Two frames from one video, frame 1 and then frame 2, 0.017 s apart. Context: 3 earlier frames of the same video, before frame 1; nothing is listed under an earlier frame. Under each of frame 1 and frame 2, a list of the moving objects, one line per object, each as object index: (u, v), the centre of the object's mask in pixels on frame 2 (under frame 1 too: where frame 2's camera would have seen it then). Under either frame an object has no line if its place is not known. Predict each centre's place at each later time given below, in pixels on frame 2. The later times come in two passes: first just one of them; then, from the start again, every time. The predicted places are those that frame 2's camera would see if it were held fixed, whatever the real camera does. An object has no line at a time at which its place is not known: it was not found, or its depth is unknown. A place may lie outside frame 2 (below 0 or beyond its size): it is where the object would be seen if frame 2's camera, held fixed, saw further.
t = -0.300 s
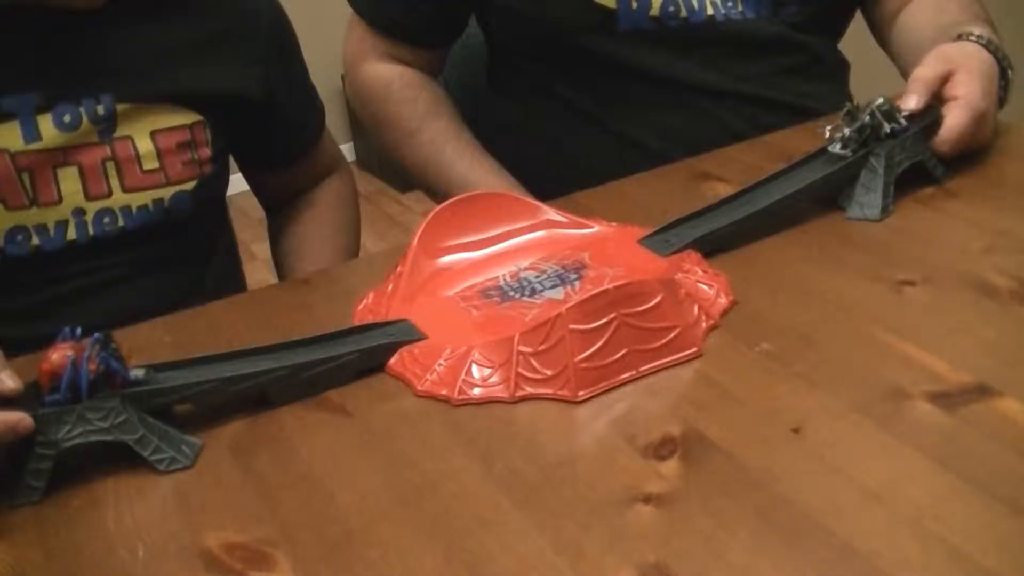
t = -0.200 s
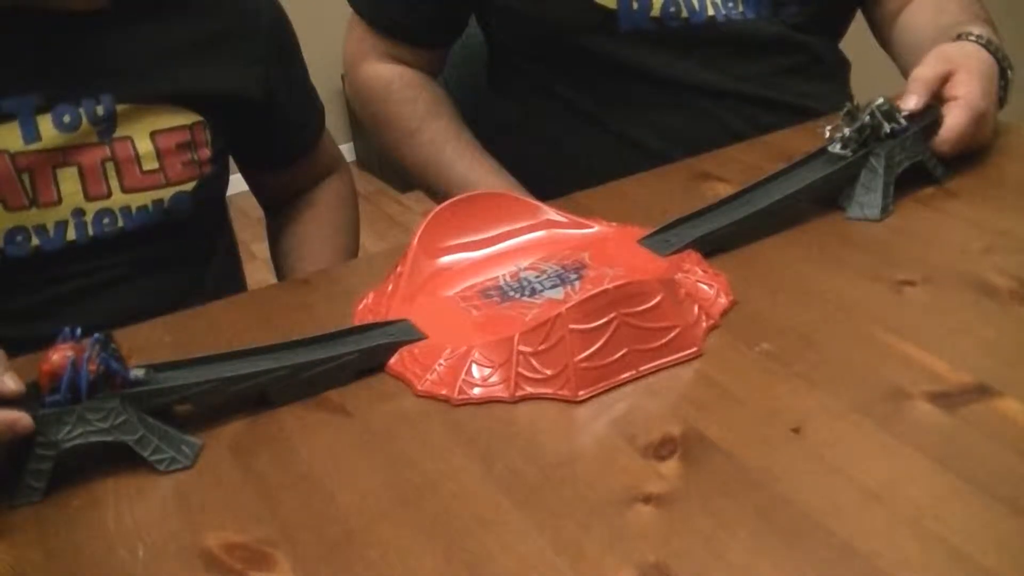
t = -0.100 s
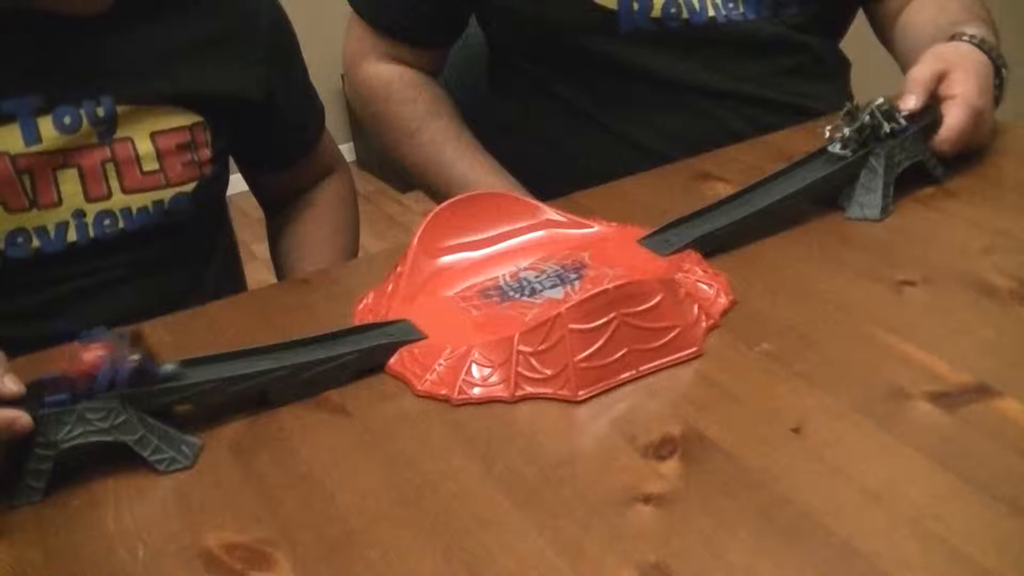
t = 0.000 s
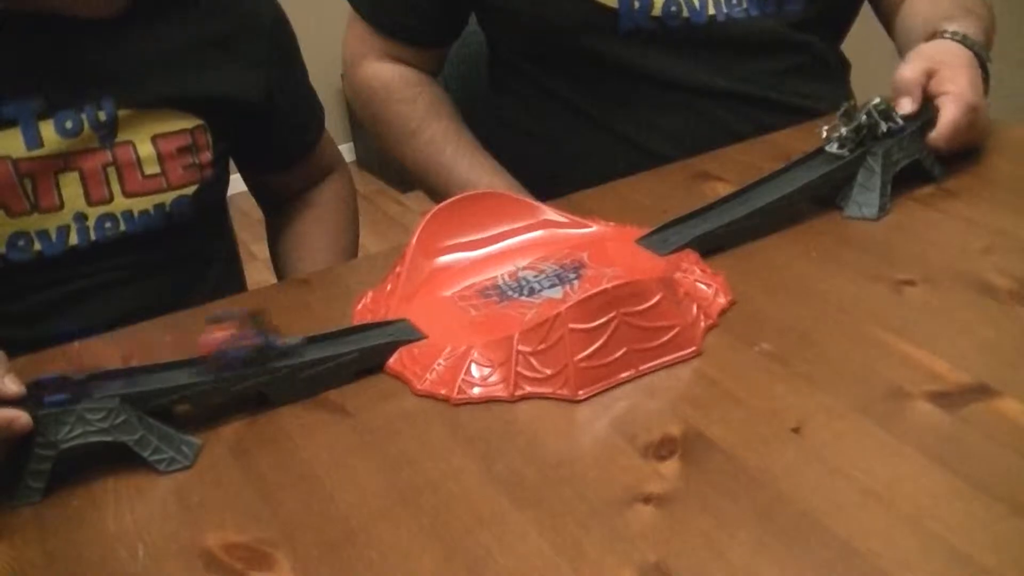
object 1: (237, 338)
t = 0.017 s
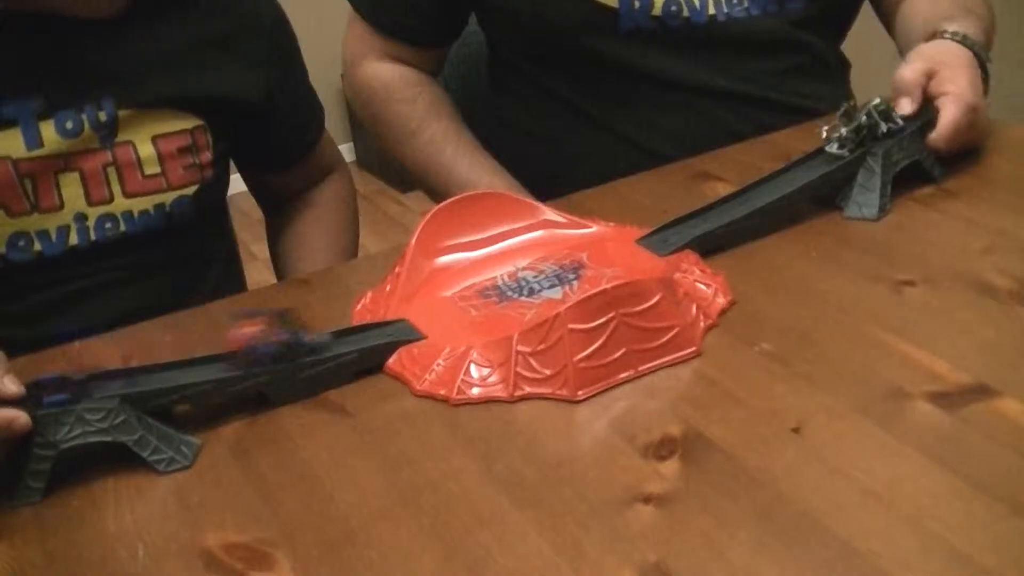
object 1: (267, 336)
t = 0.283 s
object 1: (769, 176)
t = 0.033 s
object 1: (293, 330)
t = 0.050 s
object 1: (323, 324)
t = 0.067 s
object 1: (361, 318)
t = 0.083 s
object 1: (394, 309)
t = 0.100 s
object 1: (430, 300)
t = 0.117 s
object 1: (465, 290)
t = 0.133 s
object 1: (498, 282)
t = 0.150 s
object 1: (527, 272)
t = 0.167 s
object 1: (561, 261)
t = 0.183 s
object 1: (587, 251)
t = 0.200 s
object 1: (623, 239)
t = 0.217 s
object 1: (656, 228)
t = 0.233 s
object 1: (686, 212)
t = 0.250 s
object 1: (714, 197)
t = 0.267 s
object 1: (741, 189)
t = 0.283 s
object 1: (769, 176)
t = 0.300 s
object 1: (789, 161)
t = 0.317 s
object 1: (808, 145)
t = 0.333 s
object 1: (820, 131)
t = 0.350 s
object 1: (827, 129)
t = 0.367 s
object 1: (827, 127)
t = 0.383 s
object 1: (820, 119)
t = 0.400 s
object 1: (819, 121)
